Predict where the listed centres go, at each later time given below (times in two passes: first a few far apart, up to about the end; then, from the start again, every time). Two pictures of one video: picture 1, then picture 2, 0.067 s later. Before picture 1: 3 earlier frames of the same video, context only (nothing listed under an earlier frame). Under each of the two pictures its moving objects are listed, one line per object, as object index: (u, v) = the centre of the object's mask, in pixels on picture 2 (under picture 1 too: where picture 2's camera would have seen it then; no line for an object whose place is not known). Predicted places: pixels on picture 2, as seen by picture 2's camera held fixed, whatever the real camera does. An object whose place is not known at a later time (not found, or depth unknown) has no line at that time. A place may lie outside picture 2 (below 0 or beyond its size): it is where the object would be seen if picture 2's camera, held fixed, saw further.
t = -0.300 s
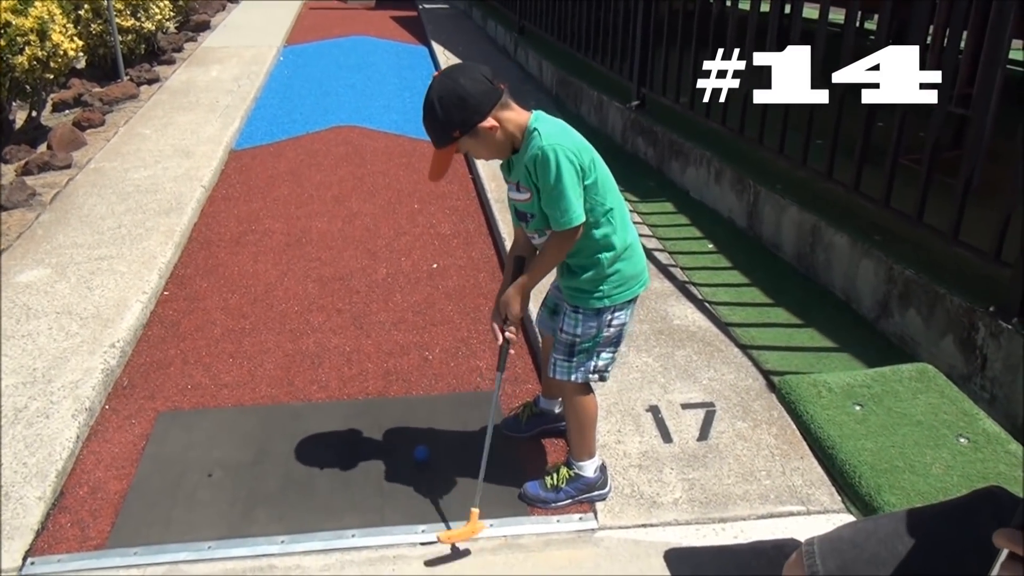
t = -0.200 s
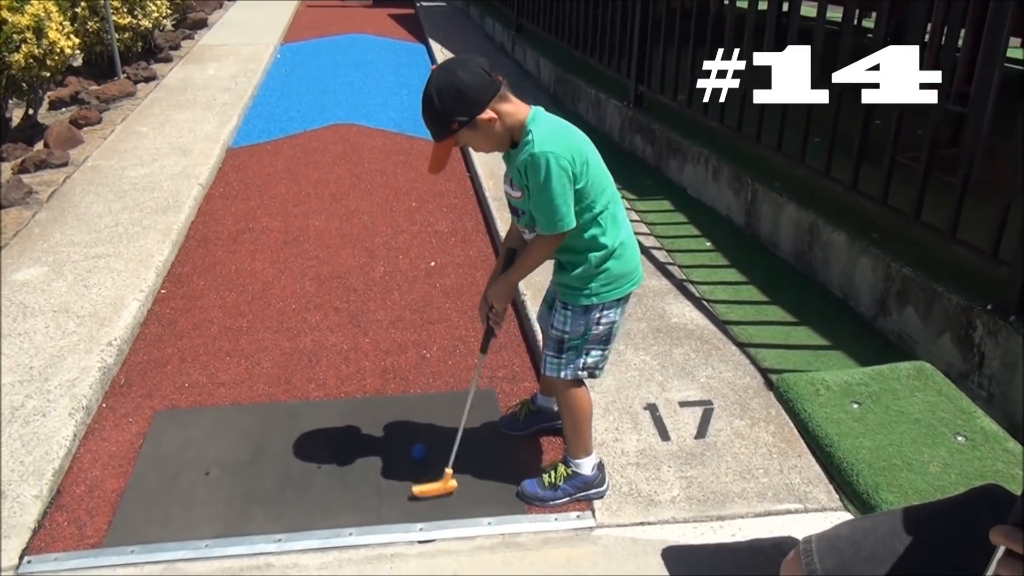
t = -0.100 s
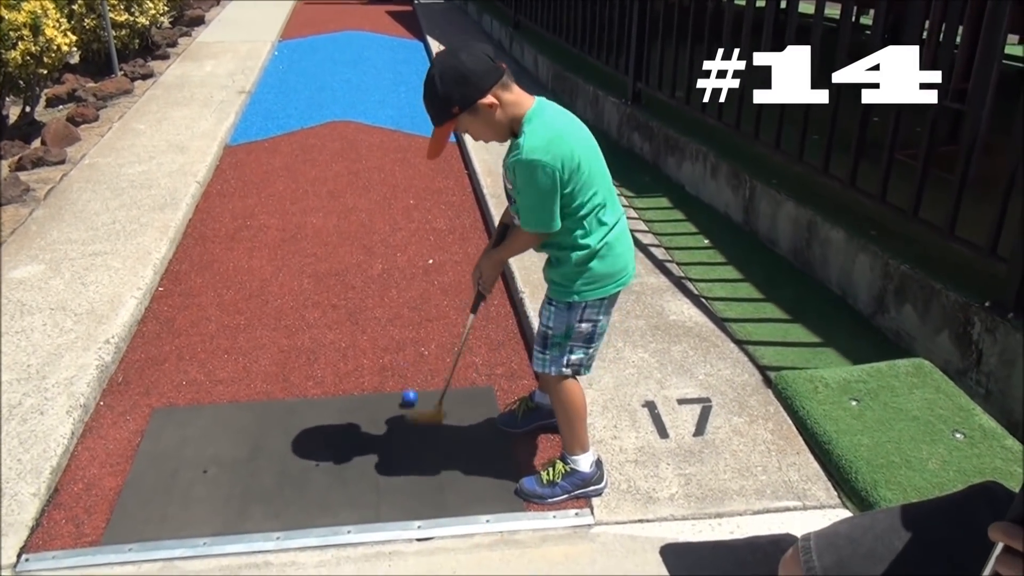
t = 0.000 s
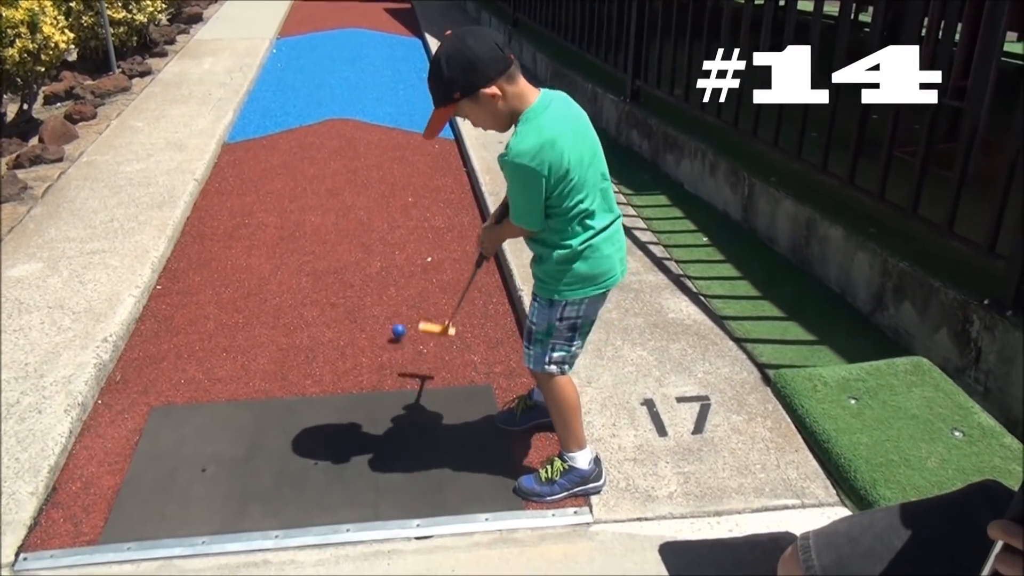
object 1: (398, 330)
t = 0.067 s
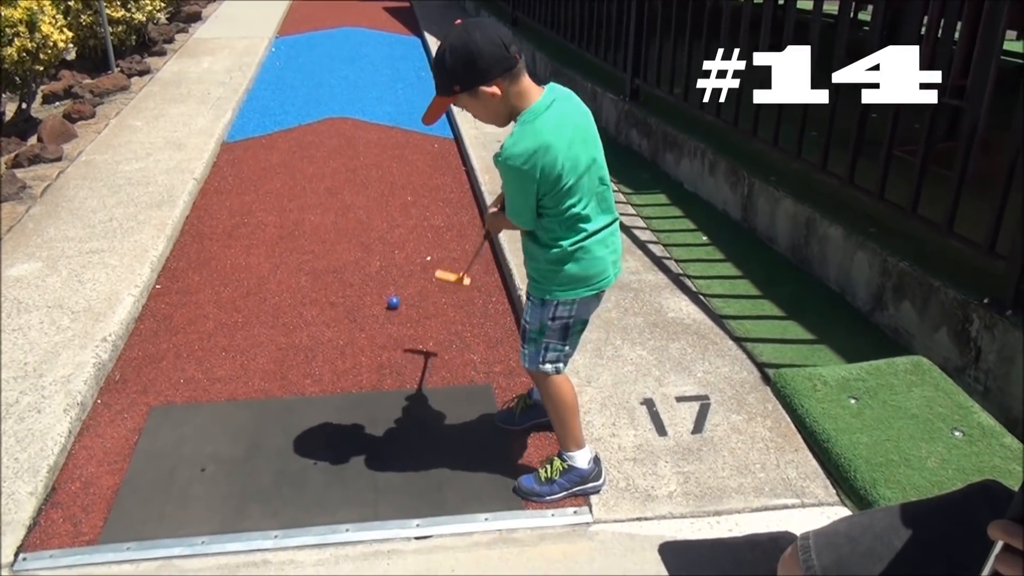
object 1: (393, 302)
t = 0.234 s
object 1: (385, 242)
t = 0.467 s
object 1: (376, 190)
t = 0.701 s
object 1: (369, 150)
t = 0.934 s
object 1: (364, 121)
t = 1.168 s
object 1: (361, 97)
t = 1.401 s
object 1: (360, 79)
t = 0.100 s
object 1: (391, 287)
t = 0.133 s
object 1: (389, 275)
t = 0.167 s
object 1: (388, 267)
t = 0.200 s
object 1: (386, 255)
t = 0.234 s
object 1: (385, 242)
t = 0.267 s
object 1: (383, 234)
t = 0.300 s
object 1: (382, 228)
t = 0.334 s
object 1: (381, 219)
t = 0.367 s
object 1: (379, 210)
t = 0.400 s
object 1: (378, 203)
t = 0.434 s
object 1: (377, 199)
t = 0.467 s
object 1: (376, 190)
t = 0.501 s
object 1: (375, 182)
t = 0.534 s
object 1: (374, 178)
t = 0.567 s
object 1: (373, 171)
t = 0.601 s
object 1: (372, 165)
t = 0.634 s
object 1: (371, 161)
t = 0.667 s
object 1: (370, 155)
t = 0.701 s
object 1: (369, 150)
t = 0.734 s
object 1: (369, 145)
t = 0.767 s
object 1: (368, 141)
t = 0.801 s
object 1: (367, 137)
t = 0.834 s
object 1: (366, 132)
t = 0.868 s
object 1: (366, 128)
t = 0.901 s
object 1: (365, 125)
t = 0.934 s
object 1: (364, 121)
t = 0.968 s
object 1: (364, 117)
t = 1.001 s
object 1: (363, 114)
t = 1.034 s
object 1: (363, 110)
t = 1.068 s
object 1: (362, 107)
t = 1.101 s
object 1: (362, 104)
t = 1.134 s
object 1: (362, 101)
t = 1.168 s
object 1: (361, 97)
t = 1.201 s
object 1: (361, 94)
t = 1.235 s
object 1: (361, 92)
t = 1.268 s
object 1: (361, 89)
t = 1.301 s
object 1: (360, 87)
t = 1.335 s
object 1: (360, 84)
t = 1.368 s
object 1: (360, 81)
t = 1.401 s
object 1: (360, 79)
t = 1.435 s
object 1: (359, 76)
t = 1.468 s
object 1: (360, 74)
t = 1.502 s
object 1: (359, 71)
